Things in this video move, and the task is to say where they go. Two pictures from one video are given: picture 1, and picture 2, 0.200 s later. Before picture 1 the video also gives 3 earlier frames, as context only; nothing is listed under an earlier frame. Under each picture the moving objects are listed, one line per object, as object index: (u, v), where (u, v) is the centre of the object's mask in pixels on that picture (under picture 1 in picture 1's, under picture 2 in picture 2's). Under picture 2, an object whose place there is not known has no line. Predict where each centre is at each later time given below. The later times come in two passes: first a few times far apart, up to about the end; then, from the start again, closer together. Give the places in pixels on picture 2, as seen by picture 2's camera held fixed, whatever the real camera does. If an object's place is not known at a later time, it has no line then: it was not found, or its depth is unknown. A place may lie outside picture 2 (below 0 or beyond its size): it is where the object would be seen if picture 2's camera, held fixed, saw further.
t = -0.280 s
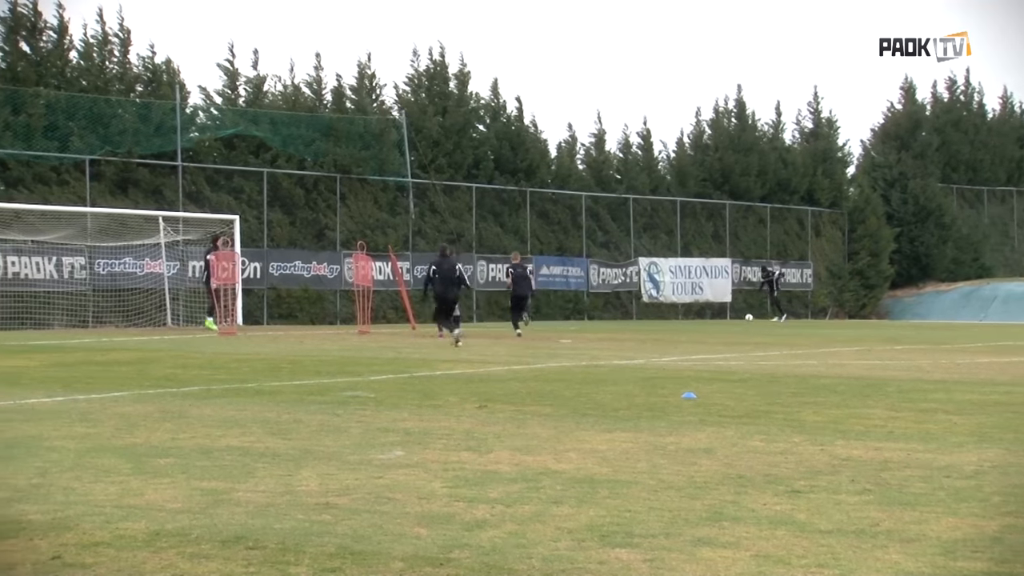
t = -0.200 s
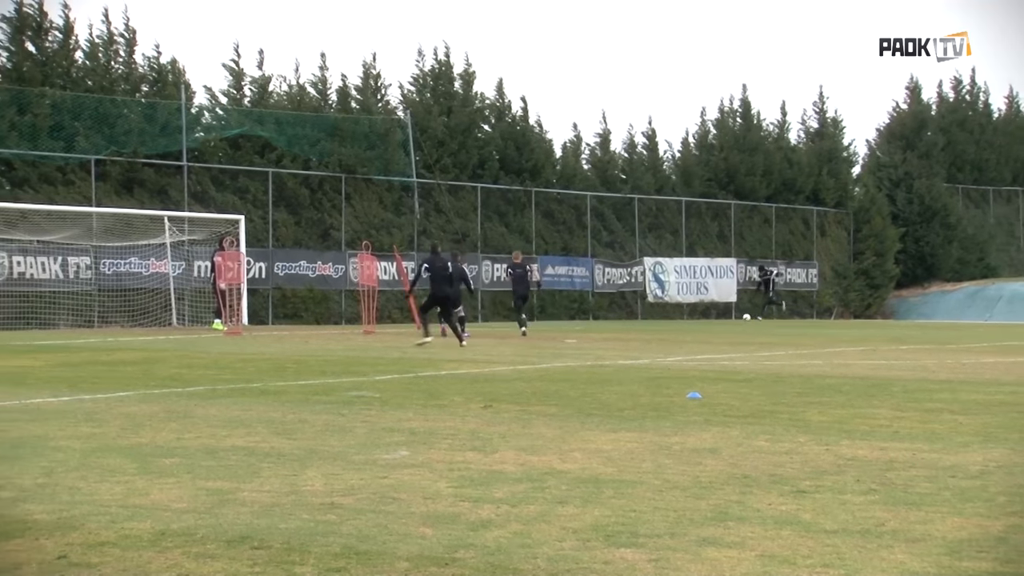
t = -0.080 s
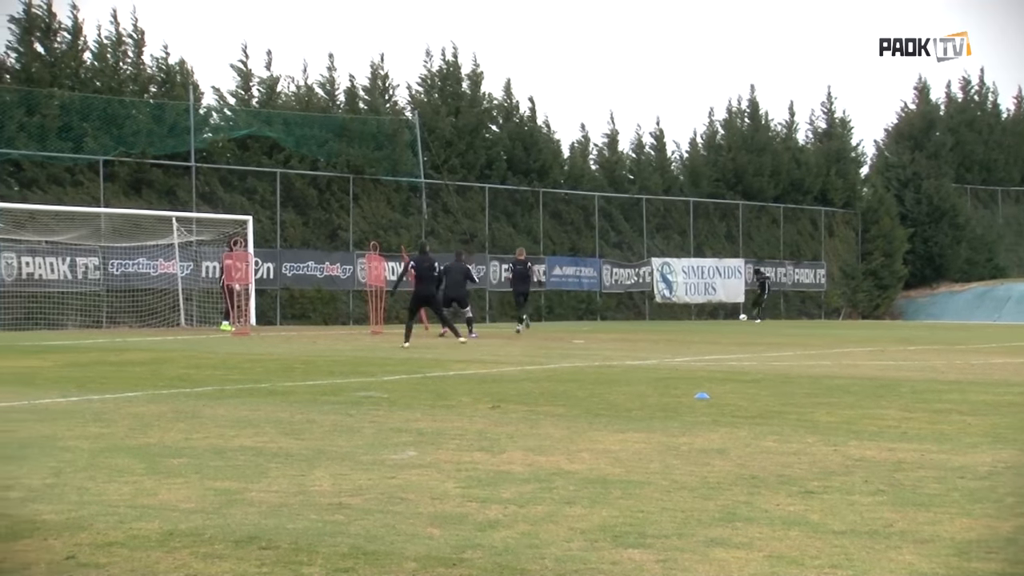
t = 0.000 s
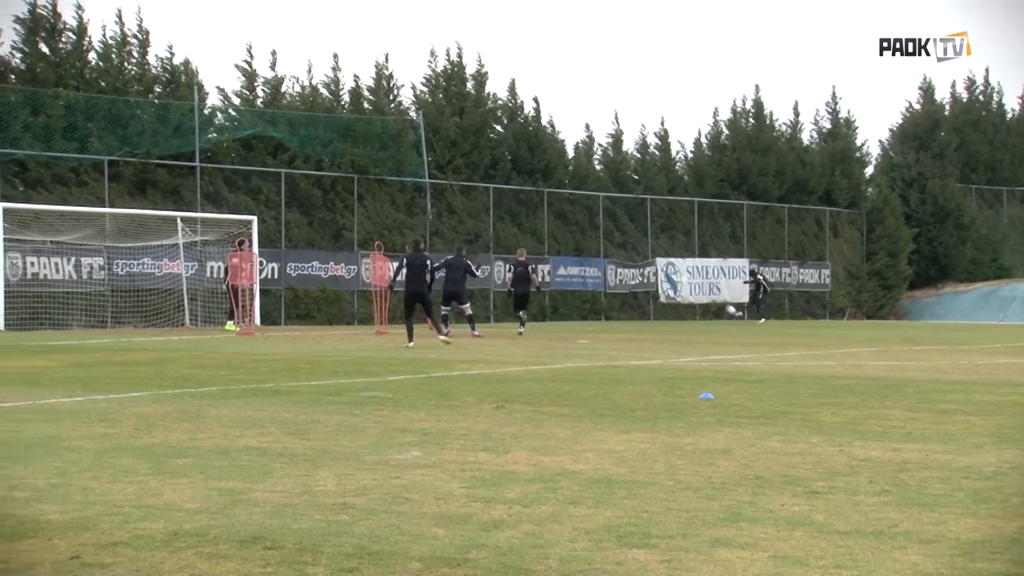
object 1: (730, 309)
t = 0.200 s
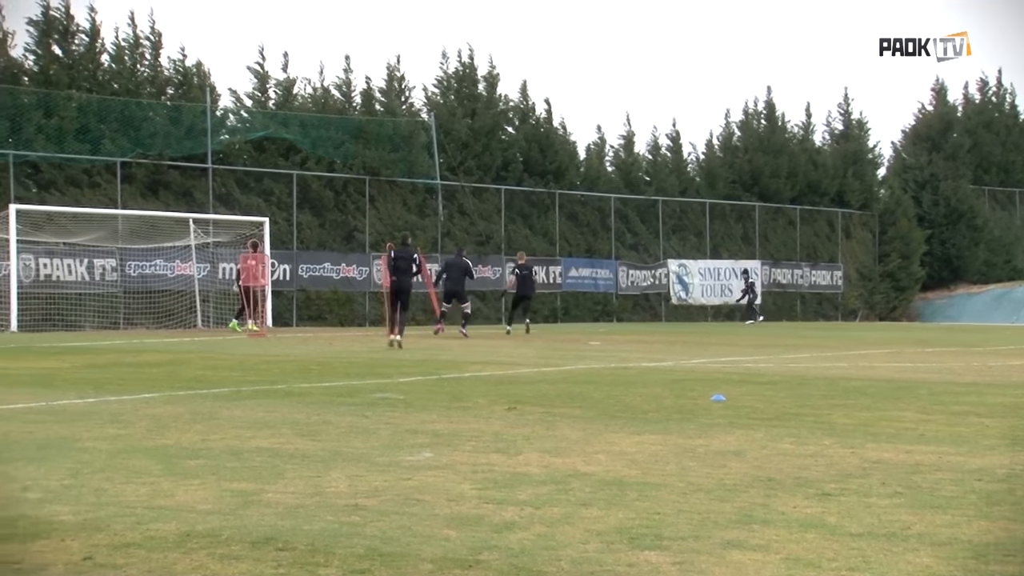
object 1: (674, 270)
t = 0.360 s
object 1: (624, 243)
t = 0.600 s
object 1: (555, 218)
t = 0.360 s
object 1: (624, 243)
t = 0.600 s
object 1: (555, 218)
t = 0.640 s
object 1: (544, 216)
